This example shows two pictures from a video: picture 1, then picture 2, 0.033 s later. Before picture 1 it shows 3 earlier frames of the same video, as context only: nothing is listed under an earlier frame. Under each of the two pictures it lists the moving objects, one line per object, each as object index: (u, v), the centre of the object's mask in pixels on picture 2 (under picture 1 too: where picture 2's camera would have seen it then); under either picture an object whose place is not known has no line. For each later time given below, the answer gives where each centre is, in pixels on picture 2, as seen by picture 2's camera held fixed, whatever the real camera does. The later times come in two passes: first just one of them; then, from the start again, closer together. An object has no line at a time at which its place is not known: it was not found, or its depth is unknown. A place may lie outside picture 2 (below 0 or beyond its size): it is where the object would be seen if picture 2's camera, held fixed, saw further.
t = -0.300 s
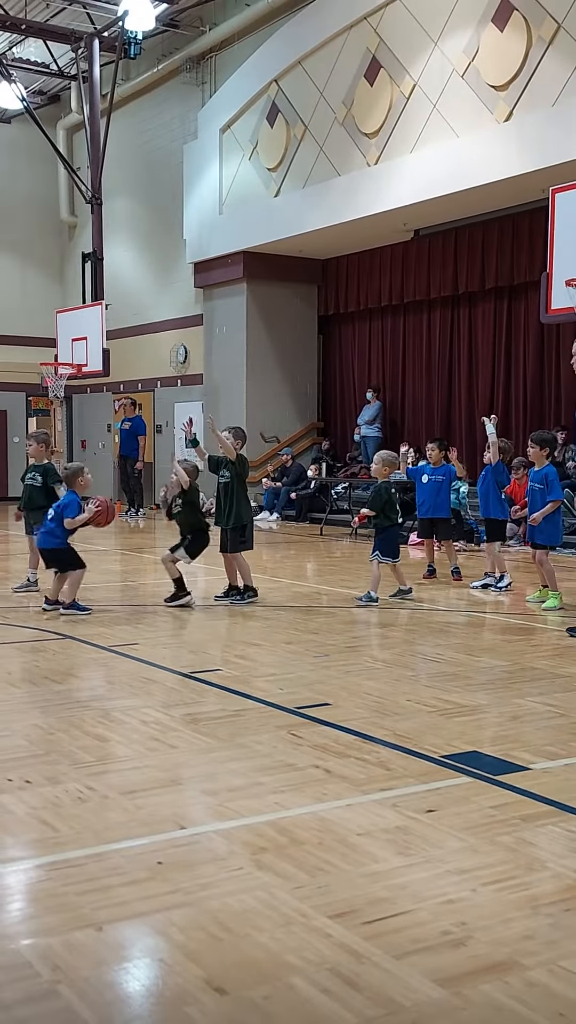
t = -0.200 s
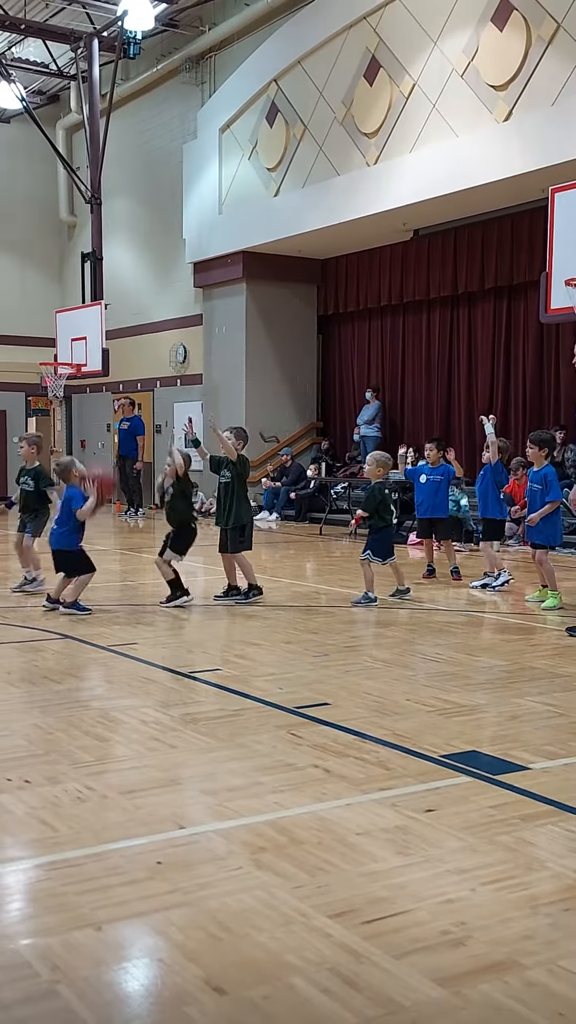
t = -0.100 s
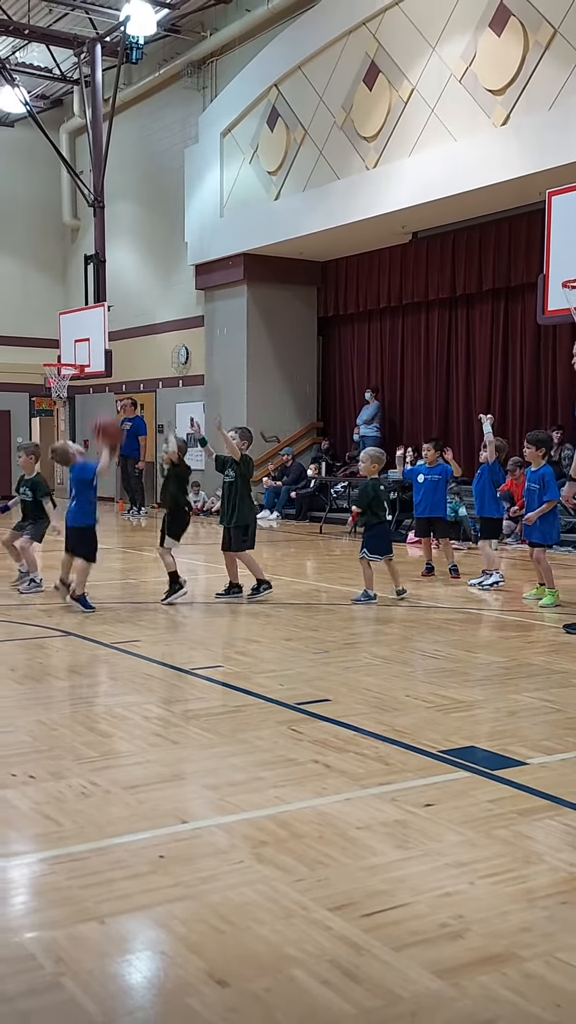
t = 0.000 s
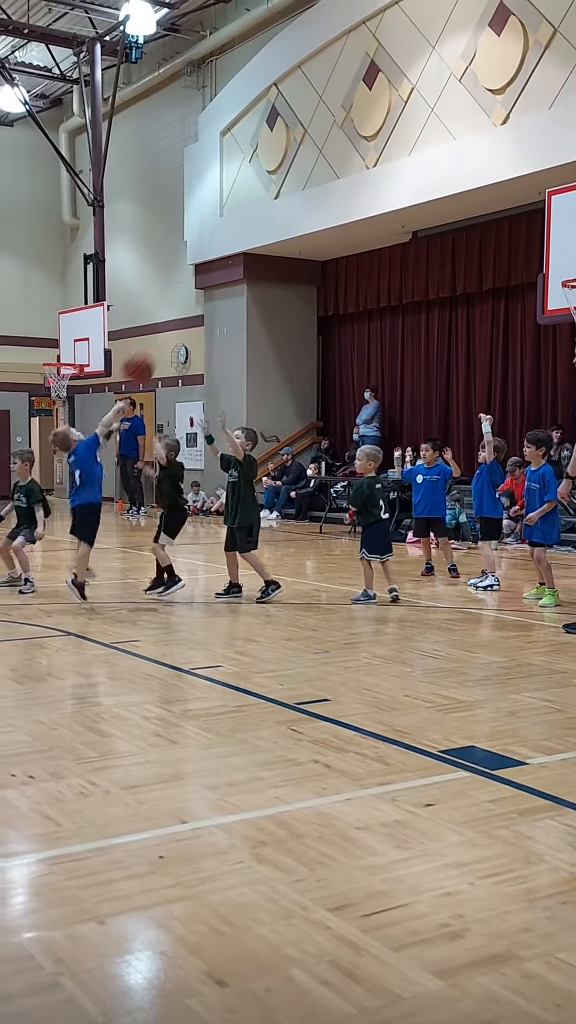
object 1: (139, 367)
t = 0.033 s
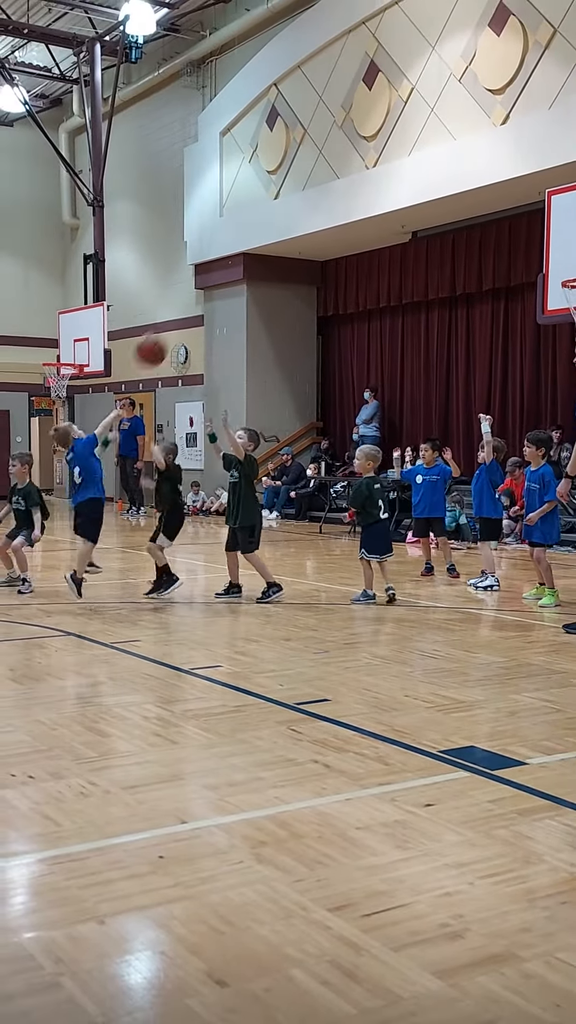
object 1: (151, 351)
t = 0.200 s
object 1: (212, 288)
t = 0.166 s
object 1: (201, 297)
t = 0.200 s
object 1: (212, 288)
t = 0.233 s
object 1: (226, 279)
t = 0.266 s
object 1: (239, 272)
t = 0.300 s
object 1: (250, 270)
